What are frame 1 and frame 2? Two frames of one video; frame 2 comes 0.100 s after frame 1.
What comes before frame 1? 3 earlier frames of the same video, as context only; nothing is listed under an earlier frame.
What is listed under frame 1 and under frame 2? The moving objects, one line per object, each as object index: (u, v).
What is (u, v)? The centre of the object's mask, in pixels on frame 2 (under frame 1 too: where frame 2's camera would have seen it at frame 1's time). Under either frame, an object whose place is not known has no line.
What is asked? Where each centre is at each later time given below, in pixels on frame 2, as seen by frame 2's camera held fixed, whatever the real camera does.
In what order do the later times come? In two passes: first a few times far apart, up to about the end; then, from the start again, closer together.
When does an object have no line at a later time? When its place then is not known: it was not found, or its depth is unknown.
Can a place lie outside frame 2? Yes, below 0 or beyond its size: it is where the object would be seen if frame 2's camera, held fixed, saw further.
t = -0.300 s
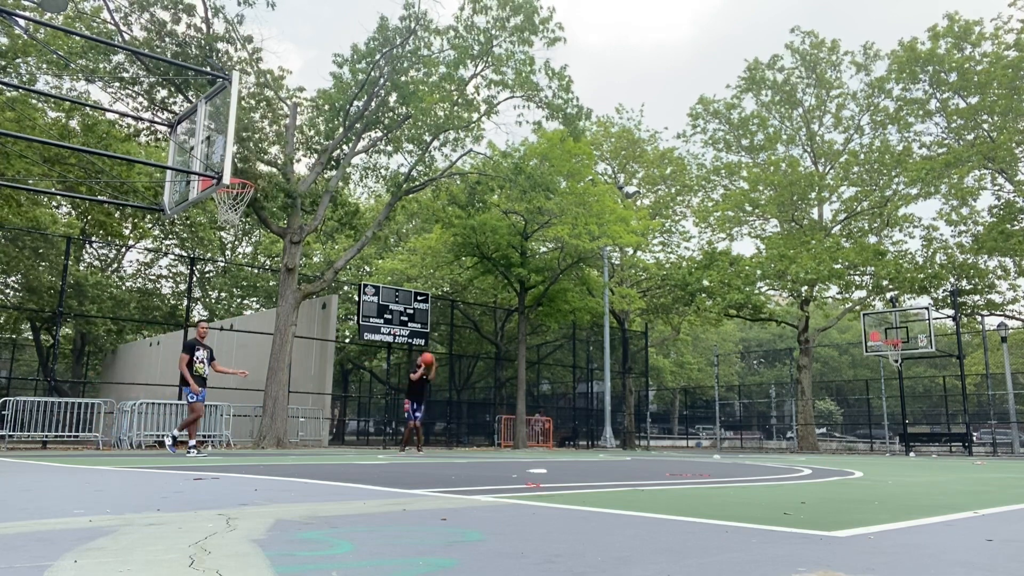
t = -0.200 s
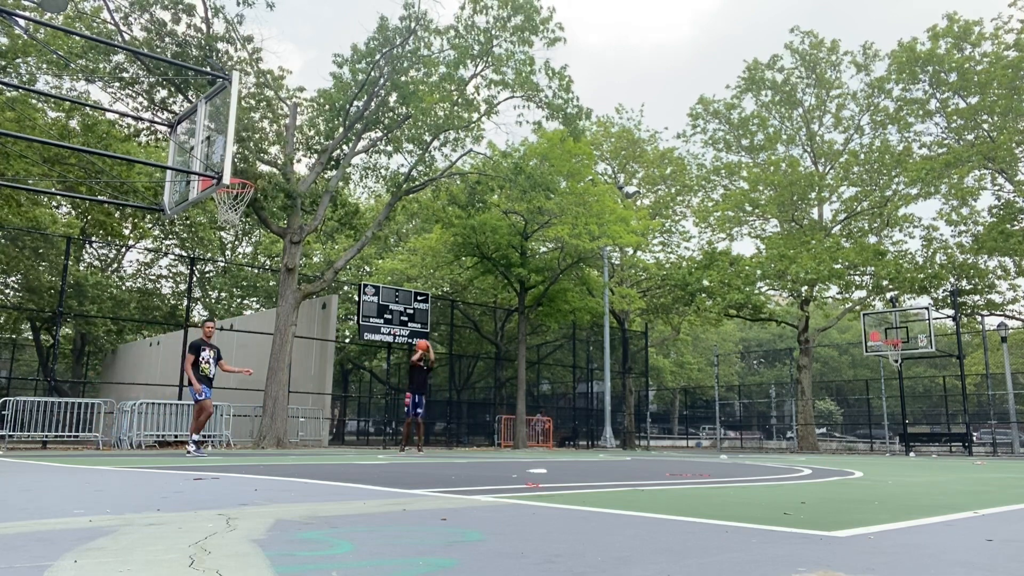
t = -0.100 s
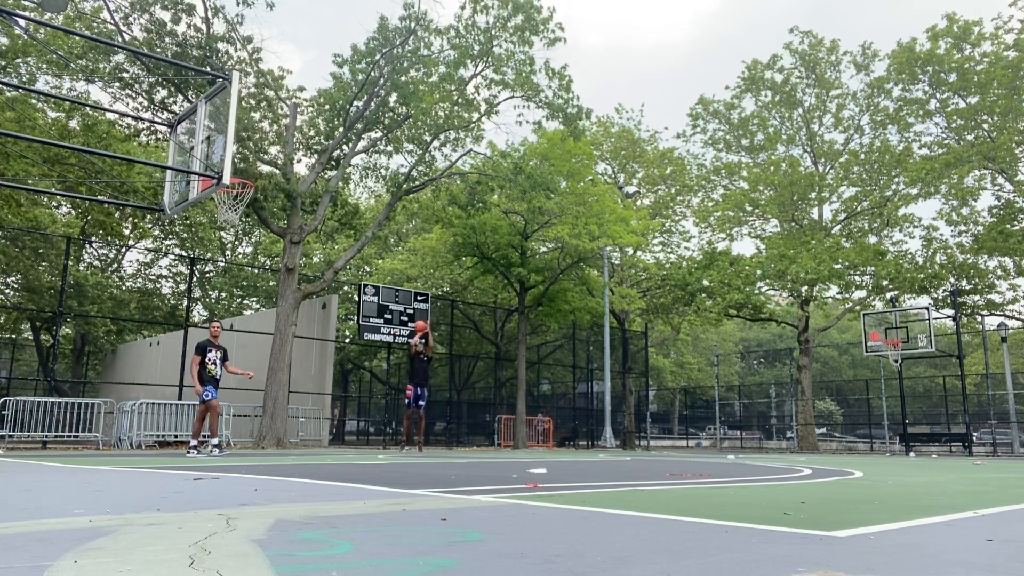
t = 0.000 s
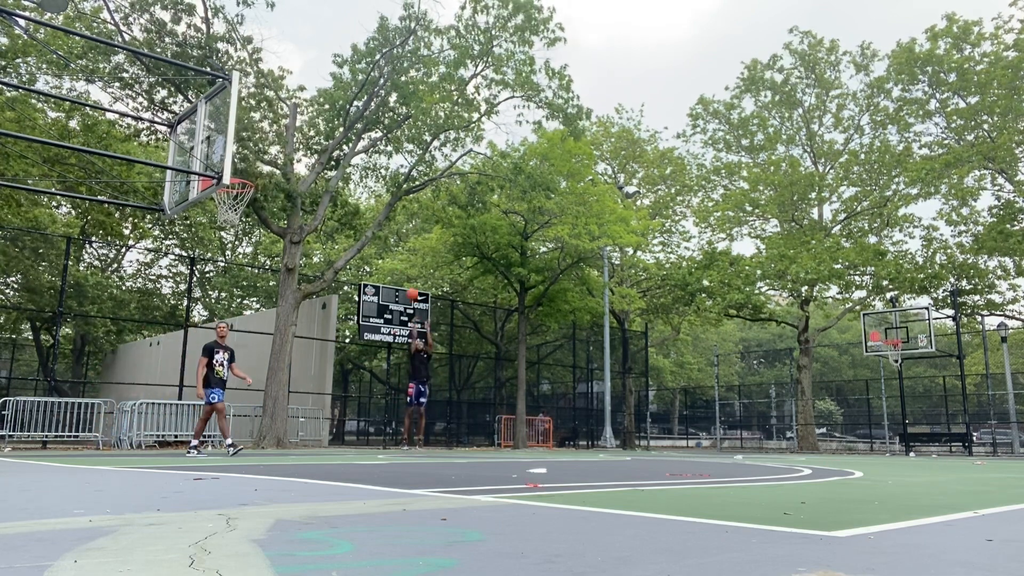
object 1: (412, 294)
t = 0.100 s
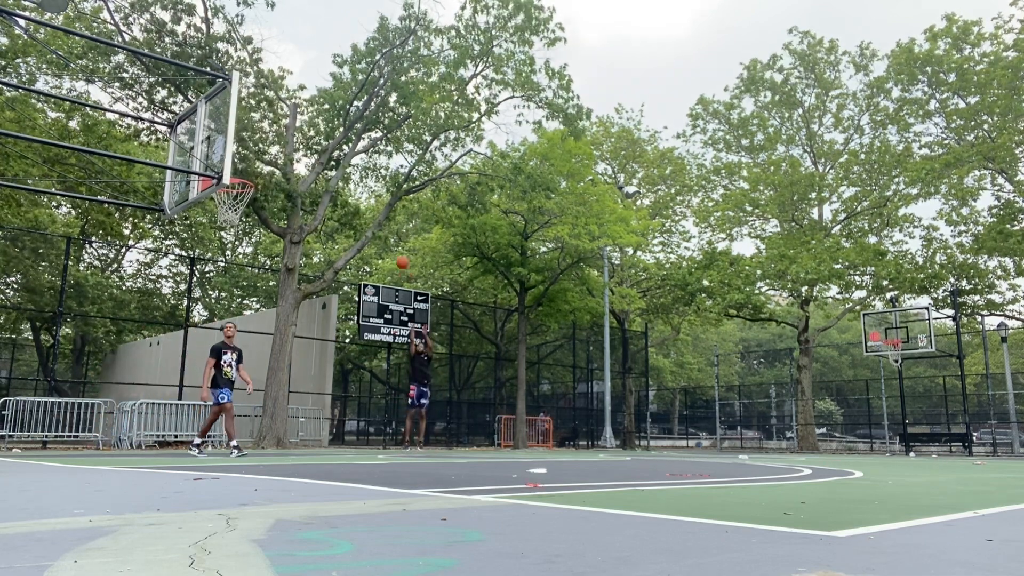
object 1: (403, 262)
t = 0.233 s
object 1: (387, 225)
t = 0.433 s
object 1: (363, 181)
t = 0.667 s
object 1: (326, 151)
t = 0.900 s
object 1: (278, 153)
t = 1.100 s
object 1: (225, 195)
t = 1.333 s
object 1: (210, 221)
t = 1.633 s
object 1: (194, 329)
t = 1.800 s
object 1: (179, 433)
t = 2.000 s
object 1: (197, 369)
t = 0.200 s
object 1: (391, 233)
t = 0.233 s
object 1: (387, 225)
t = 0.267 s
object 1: (384, 216)
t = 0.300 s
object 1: (379, 208)
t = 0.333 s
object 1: (376, 201)
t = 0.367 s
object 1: (372, 194)
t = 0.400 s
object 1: (367, 187)
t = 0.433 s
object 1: (363, 181)
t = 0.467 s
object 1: (358, 175)
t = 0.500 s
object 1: (353, 170)
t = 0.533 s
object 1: (348, 165)
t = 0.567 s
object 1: (343, 161)
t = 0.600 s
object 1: (337, 157)
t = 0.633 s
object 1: (332, 154)
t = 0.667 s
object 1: (326, 151)
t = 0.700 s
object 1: (319, 149)
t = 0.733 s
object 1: (314, 148)
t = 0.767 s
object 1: (307, 147)
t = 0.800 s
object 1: (301, 148)
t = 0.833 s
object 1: (293, 149)
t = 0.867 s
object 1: (286, 151)
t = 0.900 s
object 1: (278, 153)
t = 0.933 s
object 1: (271, 158)
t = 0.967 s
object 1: (262, 162)
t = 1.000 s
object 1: (253, 168)
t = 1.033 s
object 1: (245, 172)
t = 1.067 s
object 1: (236, 180)
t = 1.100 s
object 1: (225, 195)
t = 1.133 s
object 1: (220, 199)
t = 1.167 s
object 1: (217, 201)
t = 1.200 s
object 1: (217, 202)
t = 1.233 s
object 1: (216, 204)
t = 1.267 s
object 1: (213, 209)
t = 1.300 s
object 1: (212, 215)
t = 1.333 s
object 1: (210, 221)
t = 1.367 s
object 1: (209, 229)
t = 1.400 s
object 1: (208, 237)
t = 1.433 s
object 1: (206, 247)
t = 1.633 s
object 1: (194, 329)
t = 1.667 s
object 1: (191, 347)
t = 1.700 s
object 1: (189, 366)
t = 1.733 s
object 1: (186, 387)
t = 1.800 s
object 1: (179, 433)
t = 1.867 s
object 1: (182, 430)
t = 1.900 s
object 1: (186, 412)
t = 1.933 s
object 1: (190, 396)
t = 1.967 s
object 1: (193, 382)
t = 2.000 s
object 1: (197, 369)
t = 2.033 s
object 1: (200, 357)
